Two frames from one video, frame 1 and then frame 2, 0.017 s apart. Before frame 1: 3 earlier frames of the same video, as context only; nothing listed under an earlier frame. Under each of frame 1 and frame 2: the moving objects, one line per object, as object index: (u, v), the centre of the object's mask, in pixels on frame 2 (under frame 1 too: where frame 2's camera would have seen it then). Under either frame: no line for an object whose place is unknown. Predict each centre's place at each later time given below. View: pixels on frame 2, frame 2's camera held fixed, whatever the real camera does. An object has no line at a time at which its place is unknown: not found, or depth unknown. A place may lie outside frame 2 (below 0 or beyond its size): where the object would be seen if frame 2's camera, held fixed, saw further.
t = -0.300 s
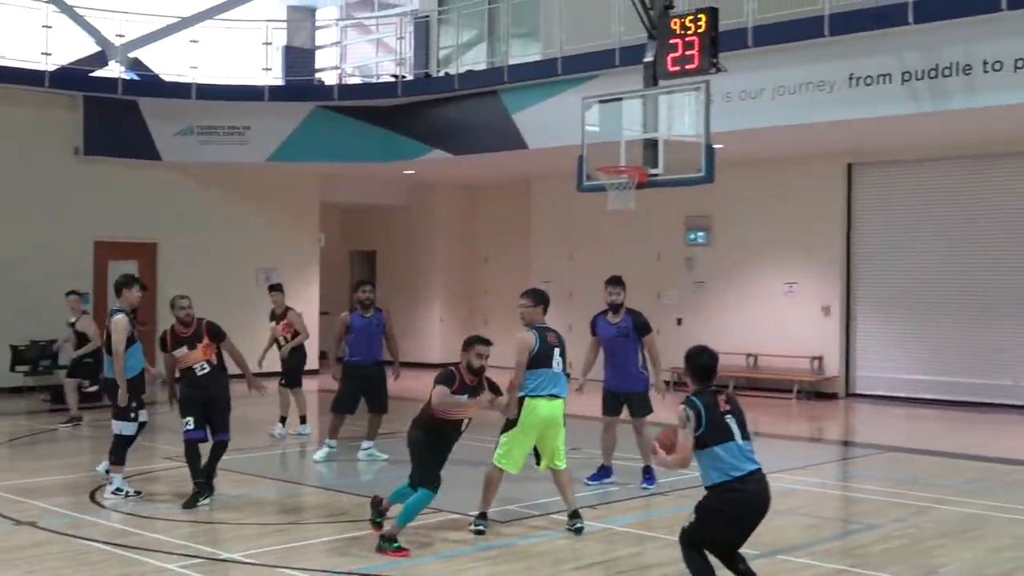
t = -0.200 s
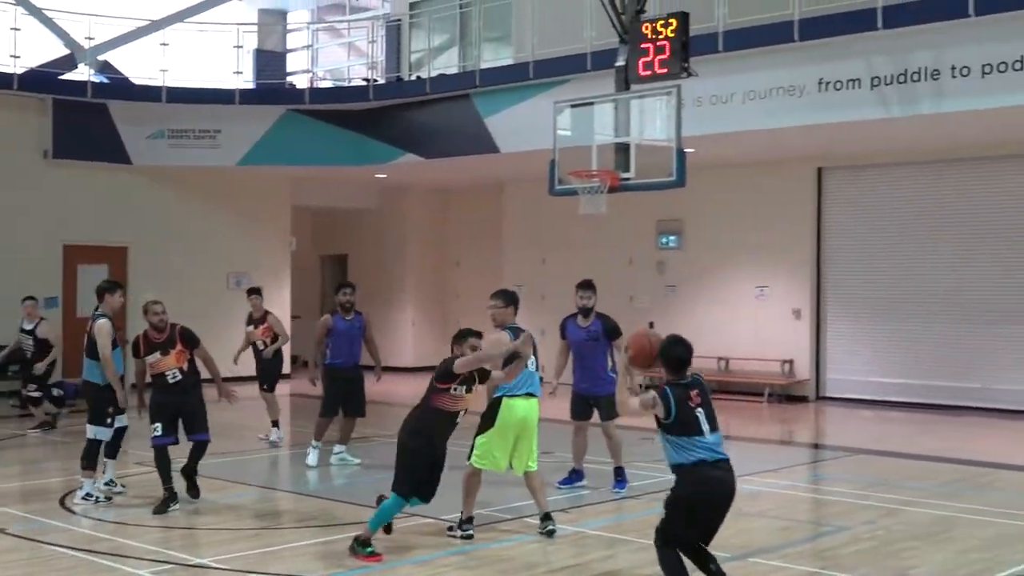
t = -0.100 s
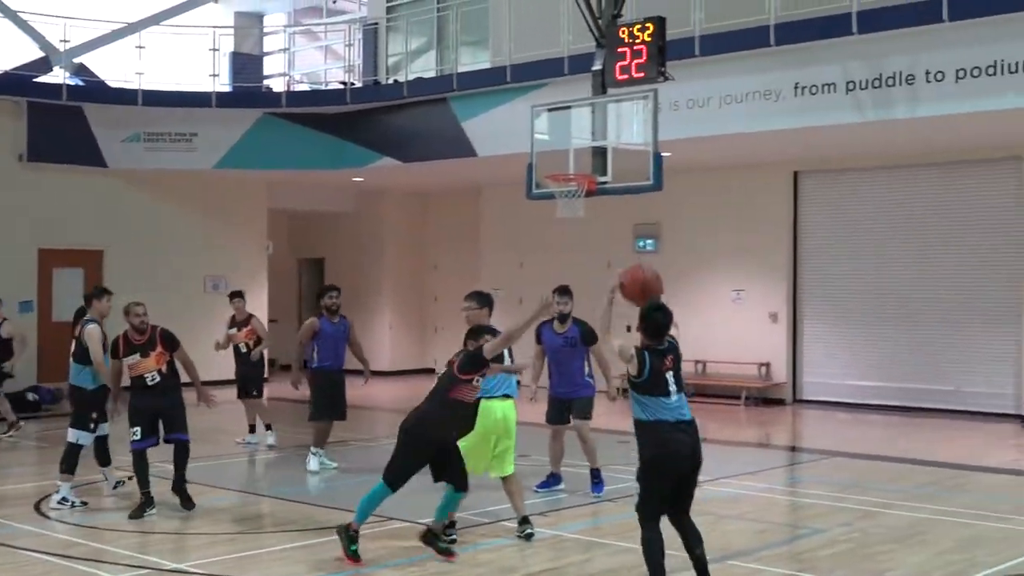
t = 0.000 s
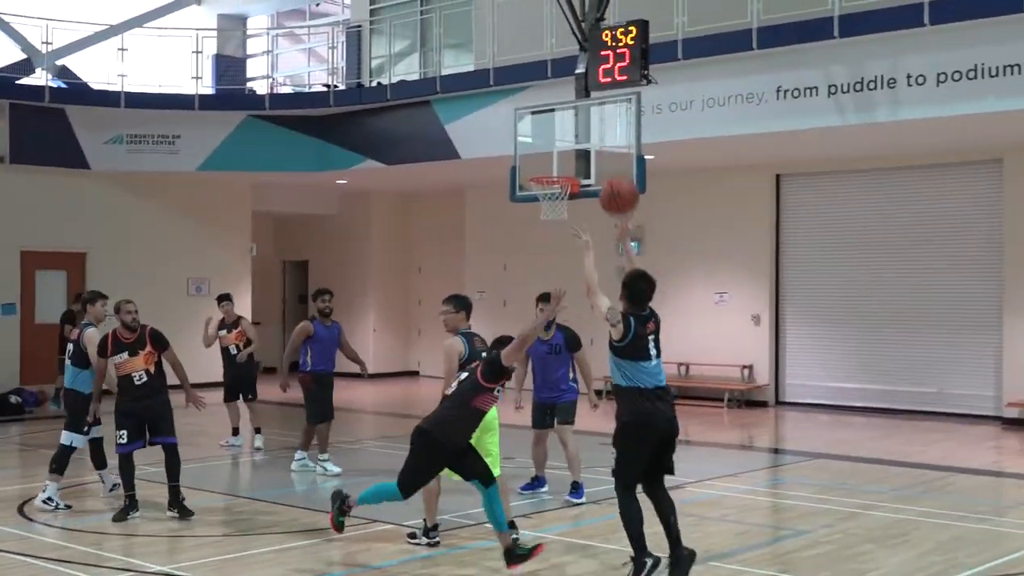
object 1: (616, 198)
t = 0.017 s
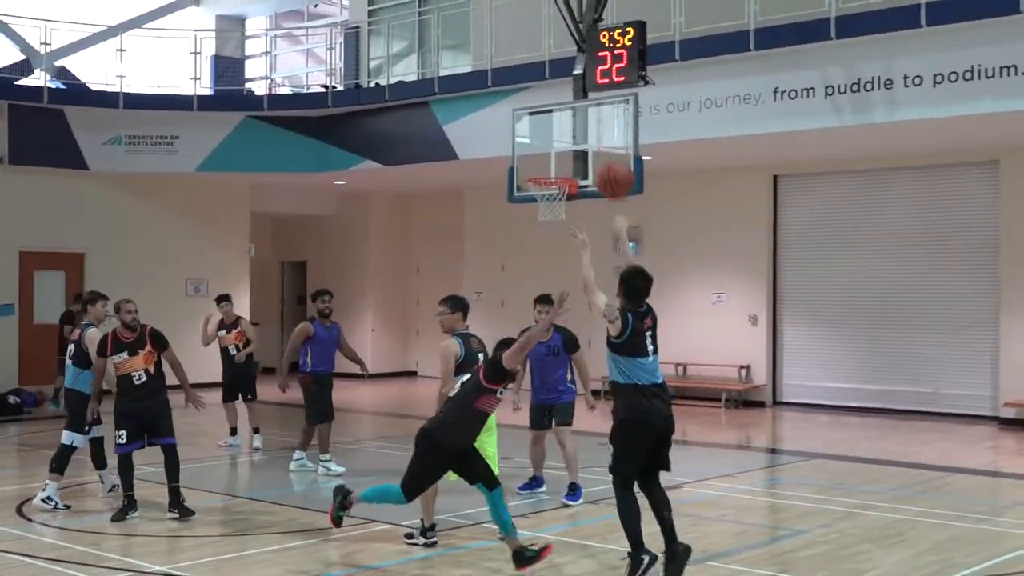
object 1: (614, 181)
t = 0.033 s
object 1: (612, 164)
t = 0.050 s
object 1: (611, 149)
